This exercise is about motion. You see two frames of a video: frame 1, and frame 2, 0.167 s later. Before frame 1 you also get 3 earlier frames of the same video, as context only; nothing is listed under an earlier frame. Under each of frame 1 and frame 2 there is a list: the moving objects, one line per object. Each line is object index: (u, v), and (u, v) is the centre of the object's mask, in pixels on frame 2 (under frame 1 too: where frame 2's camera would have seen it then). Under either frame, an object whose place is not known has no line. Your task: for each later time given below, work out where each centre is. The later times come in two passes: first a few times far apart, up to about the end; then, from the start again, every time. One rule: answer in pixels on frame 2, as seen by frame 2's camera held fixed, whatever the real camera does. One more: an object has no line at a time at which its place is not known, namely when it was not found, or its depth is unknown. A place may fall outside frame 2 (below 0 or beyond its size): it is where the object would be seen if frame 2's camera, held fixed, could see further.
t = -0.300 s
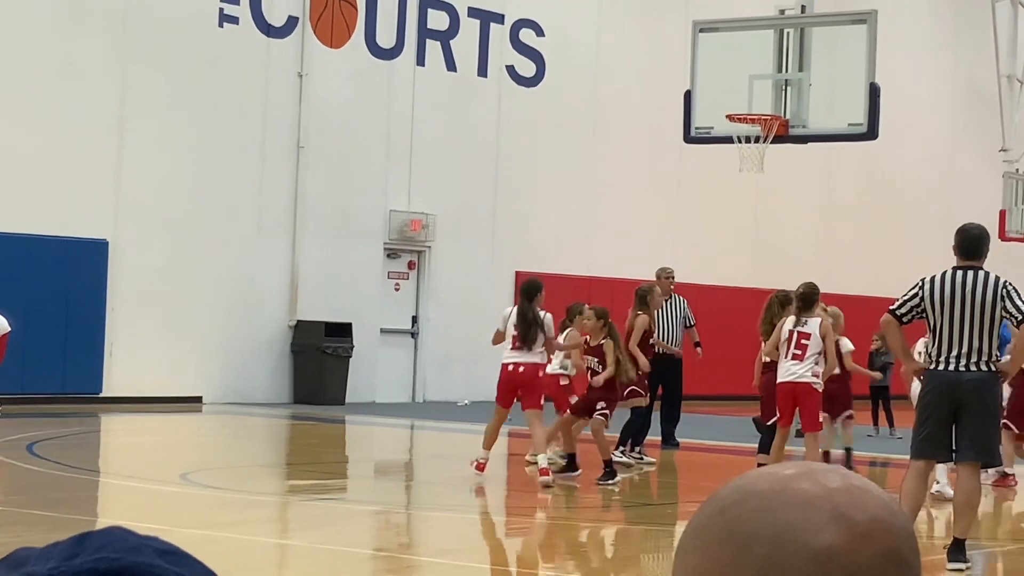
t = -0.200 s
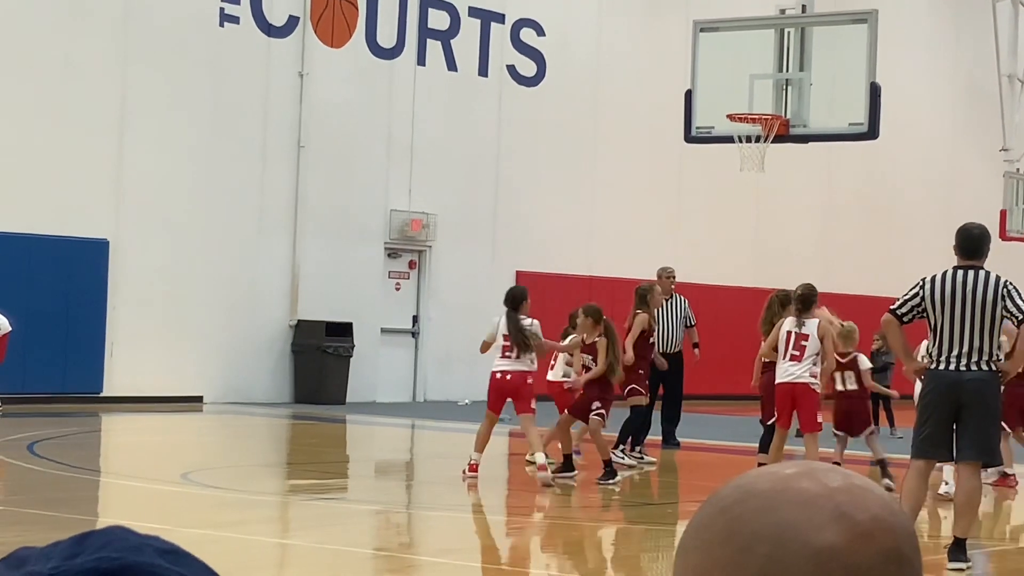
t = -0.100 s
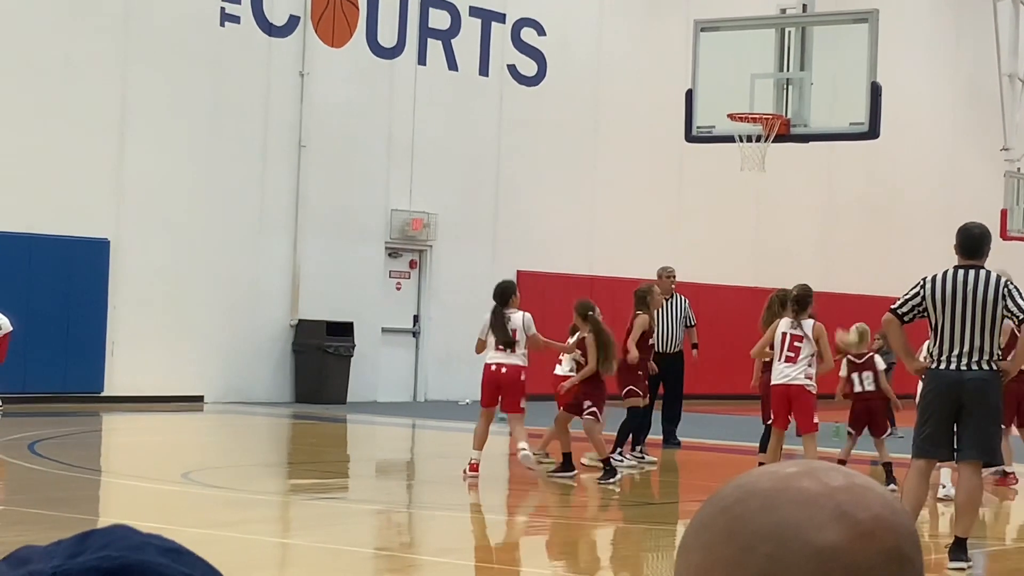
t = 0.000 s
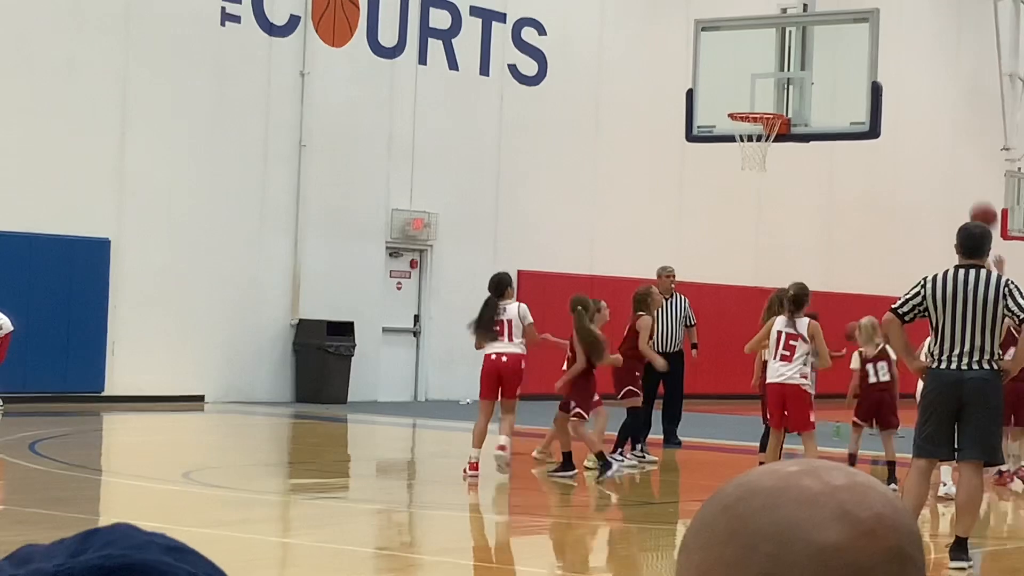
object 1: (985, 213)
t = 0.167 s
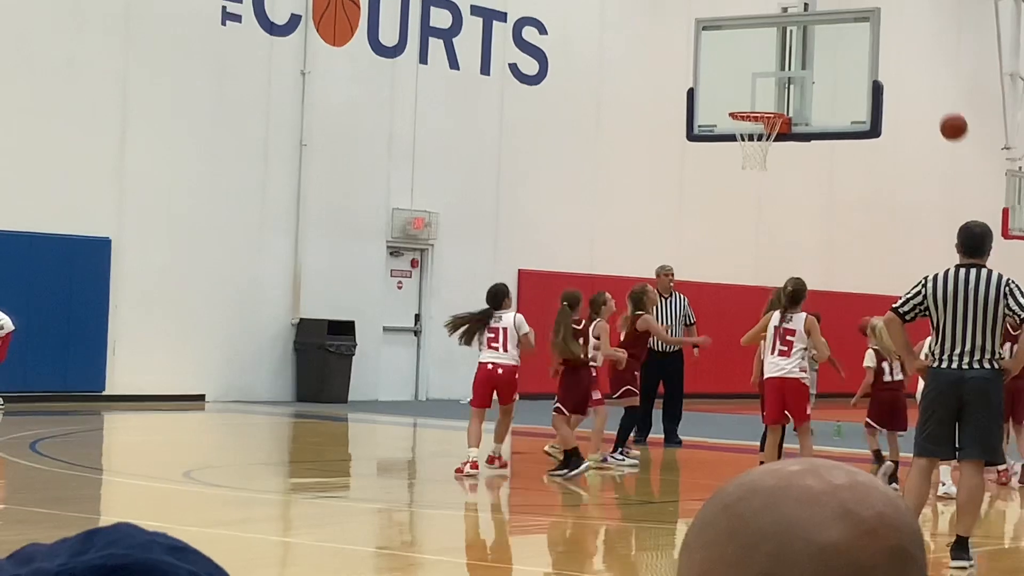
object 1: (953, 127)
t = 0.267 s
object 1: (934, 89)
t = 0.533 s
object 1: (883, 45)
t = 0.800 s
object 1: (828, 81)
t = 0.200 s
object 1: (947, 113)
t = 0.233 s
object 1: (941, 100)
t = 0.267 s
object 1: (934, 89)
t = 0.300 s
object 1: (928, 79)
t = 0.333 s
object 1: (922, 70)
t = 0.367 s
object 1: (915, 63)
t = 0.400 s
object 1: (909, 57)
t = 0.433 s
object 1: (902, 52)
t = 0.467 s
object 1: (896, 48)
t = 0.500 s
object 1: (889, 46)
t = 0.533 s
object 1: (883, 45)
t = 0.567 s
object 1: (876, 45)
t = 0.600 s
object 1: (869, 46)
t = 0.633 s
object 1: (862, 49)
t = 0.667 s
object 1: (855, 52)
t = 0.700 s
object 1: (848, 58)
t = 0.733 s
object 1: (842, 64)
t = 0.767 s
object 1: (835, 72)
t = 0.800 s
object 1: (828, 81)
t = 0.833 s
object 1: (821, 91)
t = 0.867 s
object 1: (814, 102)
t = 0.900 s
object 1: (806, 116)
